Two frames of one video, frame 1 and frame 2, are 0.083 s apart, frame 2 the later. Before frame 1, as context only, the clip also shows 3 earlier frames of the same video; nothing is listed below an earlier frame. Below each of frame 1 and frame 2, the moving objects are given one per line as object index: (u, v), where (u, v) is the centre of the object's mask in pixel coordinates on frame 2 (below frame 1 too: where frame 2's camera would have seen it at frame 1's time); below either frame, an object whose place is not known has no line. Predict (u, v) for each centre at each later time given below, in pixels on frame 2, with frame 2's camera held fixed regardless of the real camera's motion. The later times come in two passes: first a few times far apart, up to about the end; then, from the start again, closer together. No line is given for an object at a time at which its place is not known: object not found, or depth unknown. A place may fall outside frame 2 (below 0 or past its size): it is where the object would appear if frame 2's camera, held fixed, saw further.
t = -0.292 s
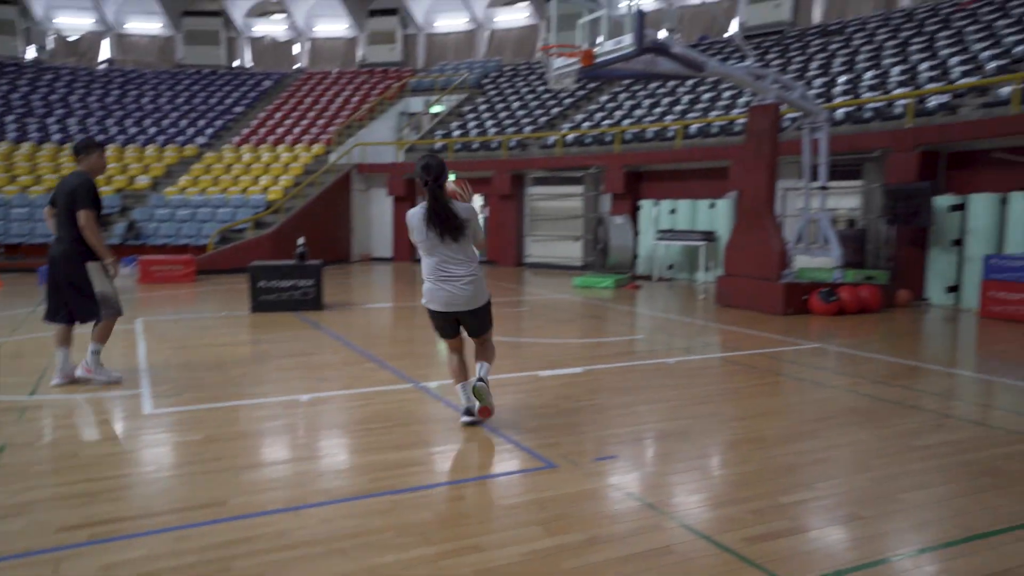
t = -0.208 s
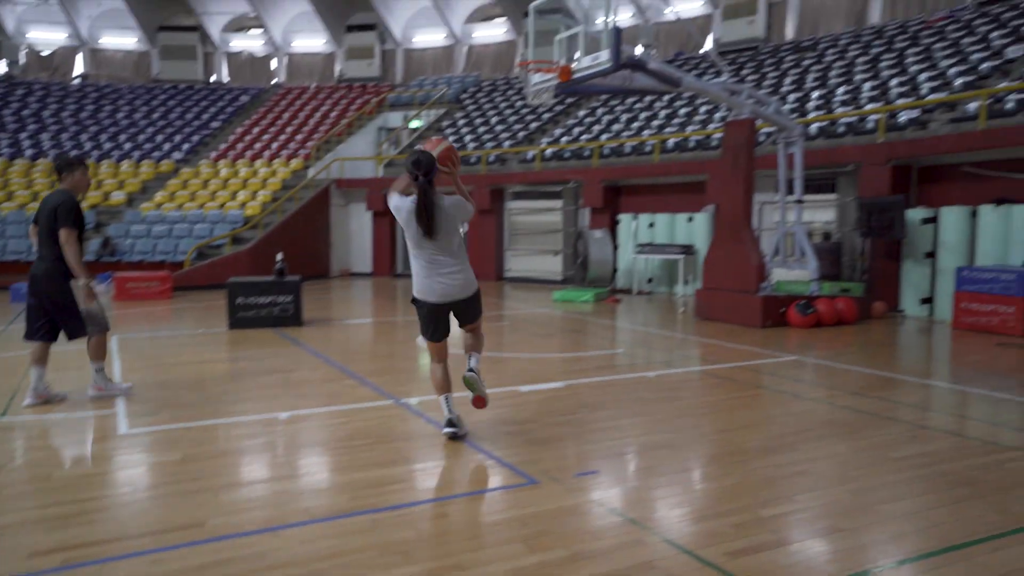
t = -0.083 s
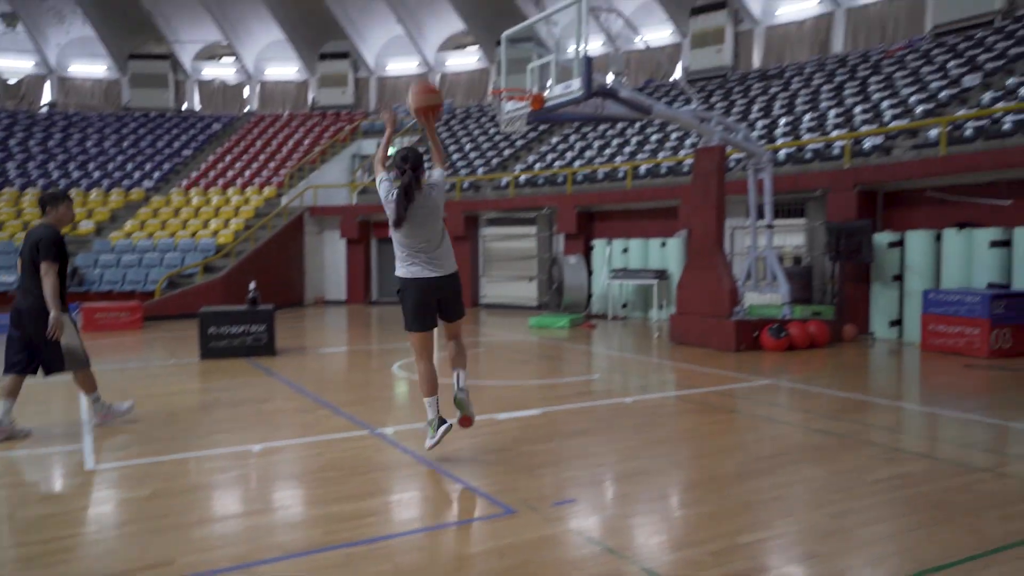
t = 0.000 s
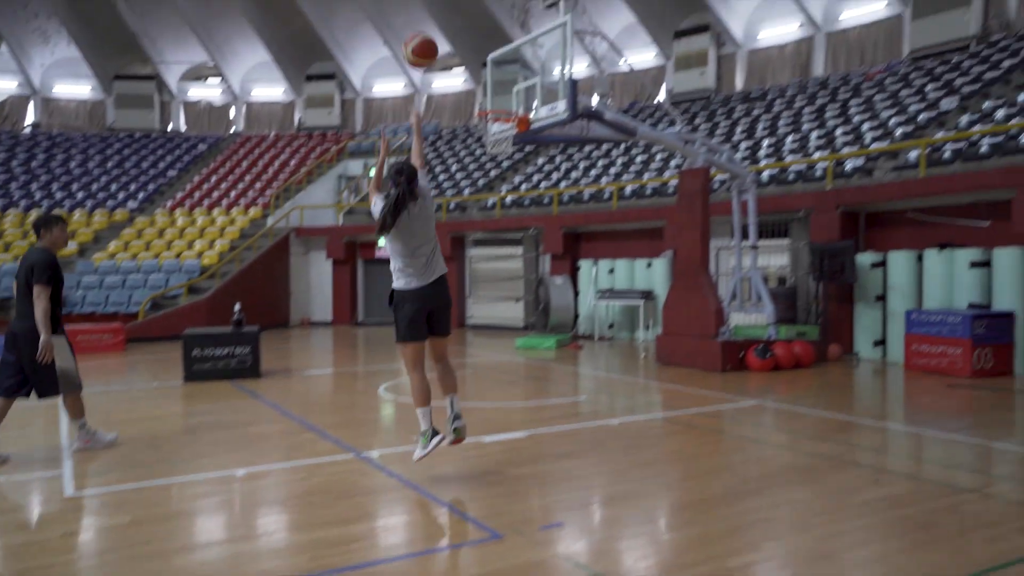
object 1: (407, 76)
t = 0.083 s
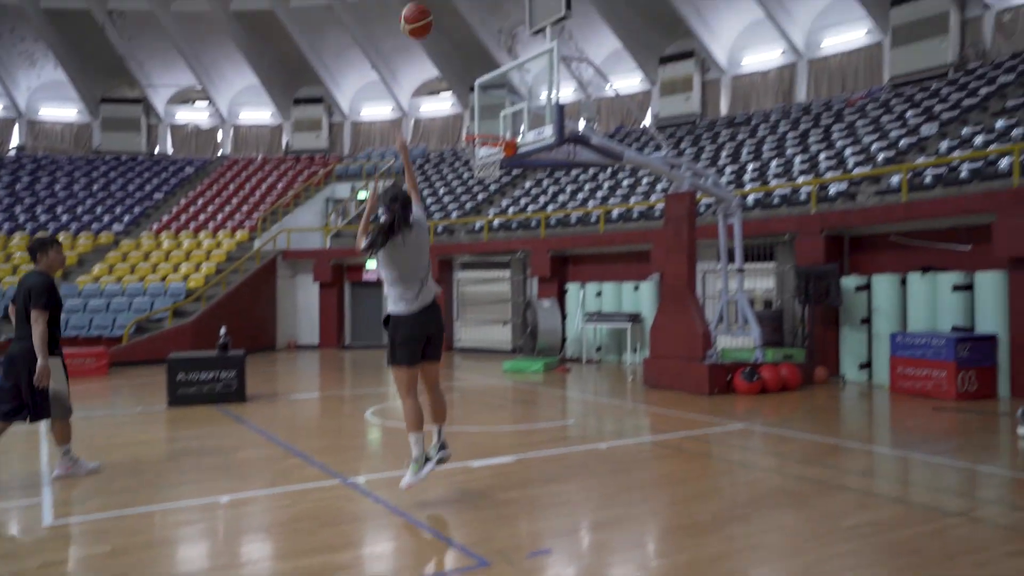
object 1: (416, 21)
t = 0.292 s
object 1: (435, -51)
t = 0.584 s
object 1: (452, -54)
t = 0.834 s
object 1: (464, 11)
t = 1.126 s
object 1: (476, 135)
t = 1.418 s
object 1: (487, 278)
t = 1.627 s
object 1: (492, 384)
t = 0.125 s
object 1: (420, 0)
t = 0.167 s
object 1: (424, -16)
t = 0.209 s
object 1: (428, -29)
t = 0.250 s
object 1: (431, -40)
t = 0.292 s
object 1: (435, -51)
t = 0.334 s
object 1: (438, -60)
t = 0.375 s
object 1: (439, -64)
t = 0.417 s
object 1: (442, -65)
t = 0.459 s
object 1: (444, -65)
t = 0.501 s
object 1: (447, -63)
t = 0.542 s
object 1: (449, -59)
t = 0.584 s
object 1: (452, -54)
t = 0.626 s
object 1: (454, -46)
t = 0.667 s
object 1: (456, -37)
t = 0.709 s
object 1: (458, -28)
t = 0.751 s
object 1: (460, -16)
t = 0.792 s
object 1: (462, -3)
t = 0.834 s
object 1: (464, 11)
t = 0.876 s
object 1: (466, 26)
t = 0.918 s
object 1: (468, 44)
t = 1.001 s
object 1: (470, 76)
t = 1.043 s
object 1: (472, 97)
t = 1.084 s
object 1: (475, 117)
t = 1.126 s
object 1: (476, 135)
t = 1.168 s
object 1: (478, 159)
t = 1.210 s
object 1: (479, 179)
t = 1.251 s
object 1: (481, 197)
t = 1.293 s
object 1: (483, 216)
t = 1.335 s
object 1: (485, 236)
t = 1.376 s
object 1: (485, 255)
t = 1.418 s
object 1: (487, 278)
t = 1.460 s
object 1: (488, 301)
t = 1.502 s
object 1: (488, 325)
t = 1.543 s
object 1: (489, 350)
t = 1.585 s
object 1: (491, 371)
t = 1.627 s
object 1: (492, 384)
